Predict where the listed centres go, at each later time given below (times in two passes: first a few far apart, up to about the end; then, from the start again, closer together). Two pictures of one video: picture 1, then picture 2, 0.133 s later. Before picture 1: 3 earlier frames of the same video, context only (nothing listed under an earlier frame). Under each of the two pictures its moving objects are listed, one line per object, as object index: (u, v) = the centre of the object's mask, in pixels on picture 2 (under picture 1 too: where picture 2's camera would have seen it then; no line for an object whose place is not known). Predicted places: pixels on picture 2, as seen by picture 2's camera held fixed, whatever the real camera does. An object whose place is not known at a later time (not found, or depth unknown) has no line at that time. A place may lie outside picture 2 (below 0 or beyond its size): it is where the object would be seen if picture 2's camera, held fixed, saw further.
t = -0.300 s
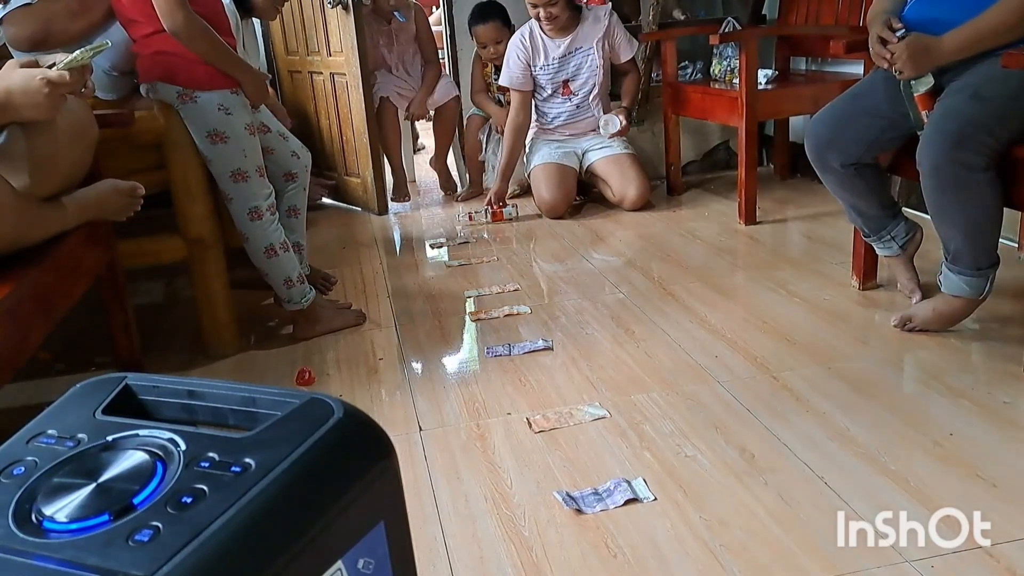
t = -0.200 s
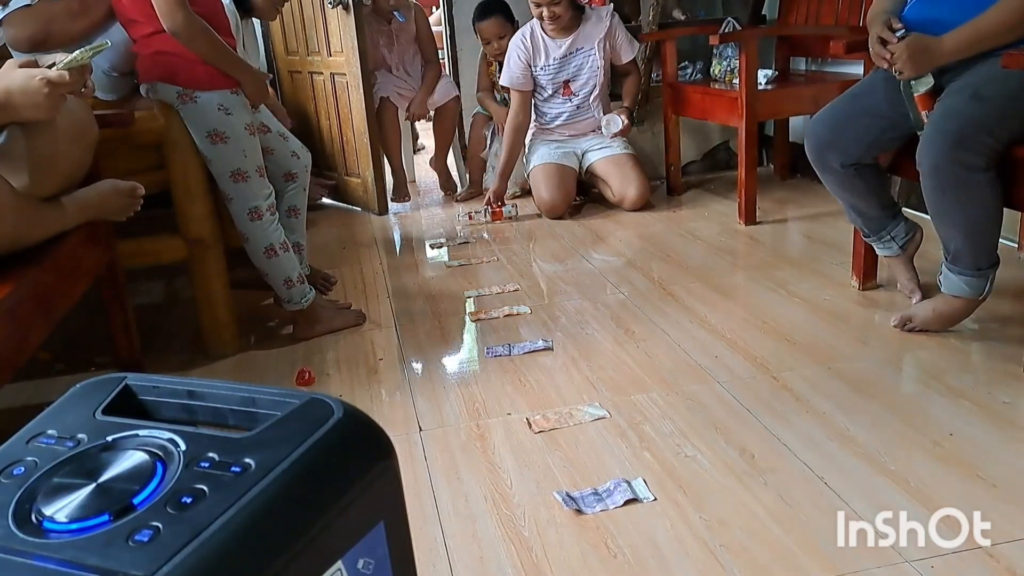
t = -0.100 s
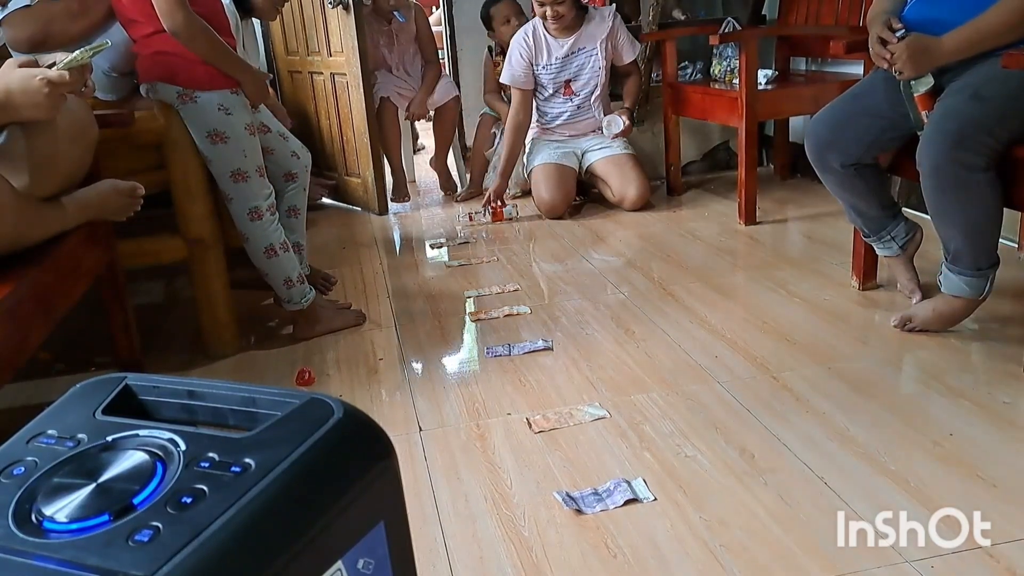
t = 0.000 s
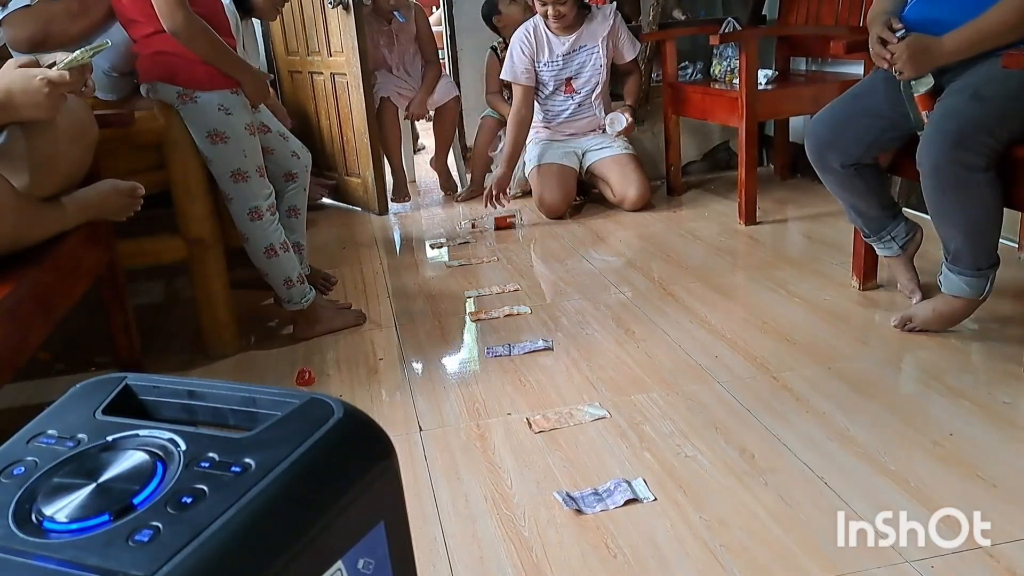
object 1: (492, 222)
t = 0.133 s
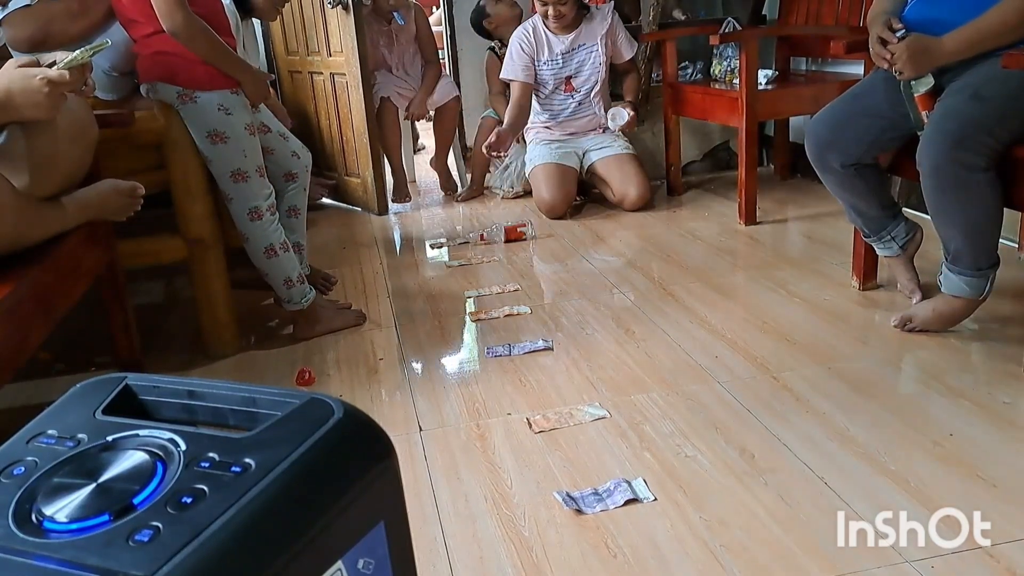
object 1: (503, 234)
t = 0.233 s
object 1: (511, 242)
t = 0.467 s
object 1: (526, 264)
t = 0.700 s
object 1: (542, 285)
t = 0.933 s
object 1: (558, 309)
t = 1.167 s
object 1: (569, 331)
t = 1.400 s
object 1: (581, 350)
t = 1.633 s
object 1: (586, 372)
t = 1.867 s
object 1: (594, 386)
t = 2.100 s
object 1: (601, 401)
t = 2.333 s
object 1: (602, 413)
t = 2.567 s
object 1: (609, 421)
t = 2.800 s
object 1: (613, 428)
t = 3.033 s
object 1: (614, 431)
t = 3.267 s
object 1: (614, 431)
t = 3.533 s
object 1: (614, 431)
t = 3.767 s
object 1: (614, 431)
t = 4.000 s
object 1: (614, 431)
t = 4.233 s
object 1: (614, 431)
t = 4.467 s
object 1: (614, 431)
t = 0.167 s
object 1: (505, 237)
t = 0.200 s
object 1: (509, 239)
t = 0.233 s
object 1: (511, 242)
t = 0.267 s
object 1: (515, 245)
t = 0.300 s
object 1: (517, 249)
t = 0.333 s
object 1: (519, 252)
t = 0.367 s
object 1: (520, 253)
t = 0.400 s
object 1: (522, 255)
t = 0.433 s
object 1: (525, 260)
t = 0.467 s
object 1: (526, 264)
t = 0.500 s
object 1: (529, 268)
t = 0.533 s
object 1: (531, 270)
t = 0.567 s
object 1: (533, 272)
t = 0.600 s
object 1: (534, 273)
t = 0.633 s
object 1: (537, 278)
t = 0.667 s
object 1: (539, 282)
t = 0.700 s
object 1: (542, 285)
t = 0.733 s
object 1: (542, 288)
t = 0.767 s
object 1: (545, 292)
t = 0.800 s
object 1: (548, 293)
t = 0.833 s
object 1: (550, 298)
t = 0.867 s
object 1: (552, 302)
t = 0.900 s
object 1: (553, 306)
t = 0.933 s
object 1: (558, 309)
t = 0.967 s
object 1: (559, 312)
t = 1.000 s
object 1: (560, 315)
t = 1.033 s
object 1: (562, 317)
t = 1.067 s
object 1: (564, 319)
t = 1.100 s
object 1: (565, 323)
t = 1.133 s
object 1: (566, 328)
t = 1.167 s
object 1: (569, 331)
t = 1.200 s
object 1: (572, 334)
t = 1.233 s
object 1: (569, 339)
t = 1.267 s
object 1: (572, 340)
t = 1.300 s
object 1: (574, 343)
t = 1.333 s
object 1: (579, 346)
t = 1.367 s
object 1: (579, 348)
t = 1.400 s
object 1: (581, 350)
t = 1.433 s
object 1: (580, 354)
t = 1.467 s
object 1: (580, 358)
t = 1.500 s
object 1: (582, 361)
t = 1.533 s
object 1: (583, 365)
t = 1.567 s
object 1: (584, 368)
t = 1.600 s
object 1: (585, 369)
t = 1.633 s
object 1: (586, 372)
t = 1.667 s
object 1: (587, 375)
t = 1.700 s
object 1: (590, 377)
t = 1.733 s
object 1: (590, 380)
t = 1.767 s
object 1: (592, 382)
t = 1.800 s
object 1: (593, 384)
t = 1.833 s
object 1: (593, 385)
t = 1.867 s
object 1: (594, 386)
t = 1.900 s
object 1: (596, 388)
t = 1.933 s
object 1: (597, 390)
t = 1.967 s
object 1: (598, 391)
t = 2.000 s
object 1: (599, 394)
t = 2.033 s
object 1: (599, 396)
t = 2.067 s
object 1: (600, 399)
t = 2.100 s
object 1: (601, 401)
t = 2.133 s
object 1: (602, 403)
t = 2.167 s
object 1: (602, 405)
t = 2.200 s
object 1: (602, 408)
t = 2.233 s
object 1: (604, 409)
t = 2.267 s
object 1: (604, 410)
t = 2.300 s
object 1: (603, 411)
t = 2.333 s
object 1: (602, 413)
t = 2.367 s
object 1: (605, 413)
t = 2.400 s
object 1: (604, 415)
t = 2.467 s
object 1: (608, 417)
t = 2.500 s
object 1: (608, 419)
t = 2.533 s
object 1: (604, 420)
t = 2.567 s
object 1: (609, 421)
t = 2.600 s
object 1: (608, 421)
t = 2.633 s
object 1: (612, 423)
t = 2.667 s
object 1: (610, 424)
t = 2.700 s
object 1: (611, 425)
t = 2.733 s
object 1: (613, 426)
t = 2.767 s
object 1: (613, 428)
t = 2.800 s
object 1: (613, 428)
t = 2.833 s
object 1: (615, 428)
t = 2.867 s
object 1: (615, 429)
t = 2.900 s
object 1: (615, 429)
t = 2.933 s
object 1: (615, 429)
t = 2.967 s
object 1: (614, 430)
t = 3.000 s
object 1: (615, 430)
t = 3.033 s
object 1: (614, 431)
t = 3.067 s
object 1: (615, 431)
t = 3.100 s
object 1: (615, 431)
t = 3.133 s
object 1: (614, 432)
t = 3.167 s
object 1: (614, 431)
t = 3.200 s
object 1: (614, 431)
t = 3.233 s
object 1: (614, 430)
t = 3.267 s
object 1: (614, 431)
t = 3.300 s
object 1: (615, 430)
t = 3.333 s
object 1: (614, 430)
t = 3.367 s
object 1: (614, 430)
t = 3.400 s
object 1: (615, 430)
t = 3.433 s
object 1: (615, 430)
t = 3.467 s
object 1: (614, 430)
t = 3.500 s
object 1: (615, 430)
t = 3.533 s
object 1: (614, 431)
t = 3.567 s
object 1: (614, 431)
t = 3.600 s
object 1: (614, 431)
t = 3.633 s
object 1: (614, 430)
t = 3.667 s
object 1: (614, 431)
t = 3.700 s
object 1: (614, 431)
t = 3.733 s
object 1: (614, 431)
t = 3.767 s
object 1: (614, 431)
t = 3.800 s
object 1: (614, 430)
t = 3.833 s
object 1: (614, 431)
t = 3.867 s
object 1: (614, 431)
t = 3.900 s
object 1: (614, 431)
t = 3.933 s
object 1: (614, 430)
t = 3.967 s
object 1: (614, 431)
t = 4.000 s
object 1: (614, 431)
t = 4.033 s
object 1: (614, 430)
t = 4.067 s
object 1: (614, 431)
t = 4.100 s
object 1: (614, 430)
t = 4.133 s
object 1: (614, 431)
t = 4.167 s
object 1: (614, 431)
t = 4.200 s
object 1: (614, 431)
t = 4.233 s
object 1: (614, 431)
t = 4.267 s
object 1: (615, 430)
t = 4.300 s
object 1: (614, 431)
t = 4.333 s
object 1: (615, 430)
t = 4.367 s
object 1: (615, 430)
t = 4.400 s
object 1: (615, 430)
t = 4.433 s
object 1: (615, 430)
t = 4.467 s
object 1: (614, 431)
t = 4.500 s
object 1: (614, 431)
